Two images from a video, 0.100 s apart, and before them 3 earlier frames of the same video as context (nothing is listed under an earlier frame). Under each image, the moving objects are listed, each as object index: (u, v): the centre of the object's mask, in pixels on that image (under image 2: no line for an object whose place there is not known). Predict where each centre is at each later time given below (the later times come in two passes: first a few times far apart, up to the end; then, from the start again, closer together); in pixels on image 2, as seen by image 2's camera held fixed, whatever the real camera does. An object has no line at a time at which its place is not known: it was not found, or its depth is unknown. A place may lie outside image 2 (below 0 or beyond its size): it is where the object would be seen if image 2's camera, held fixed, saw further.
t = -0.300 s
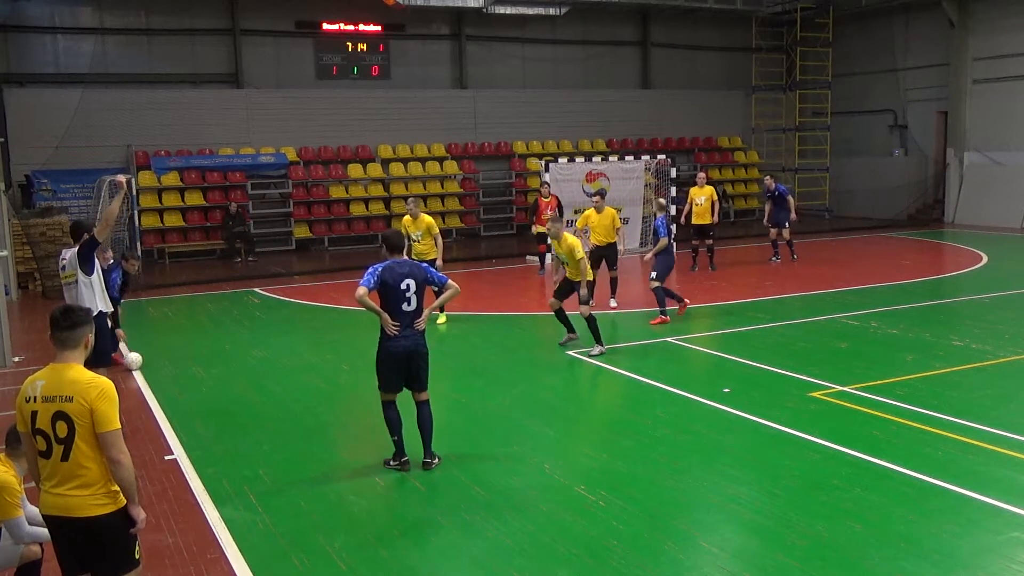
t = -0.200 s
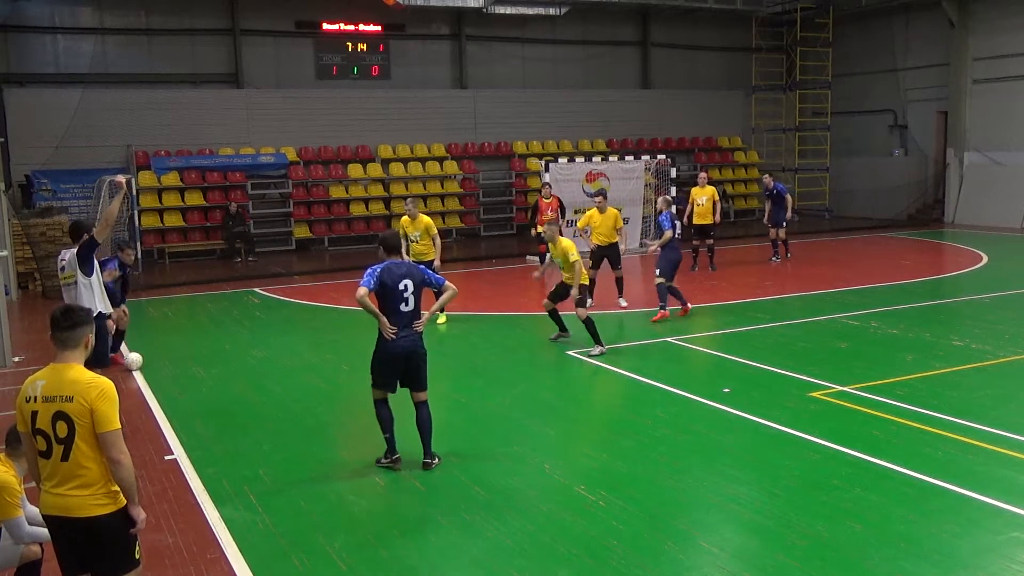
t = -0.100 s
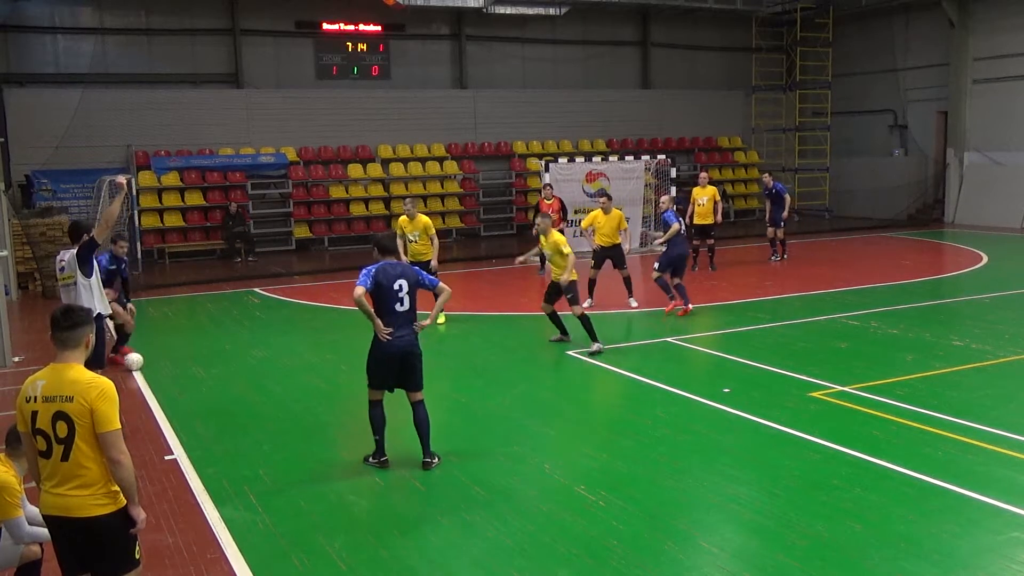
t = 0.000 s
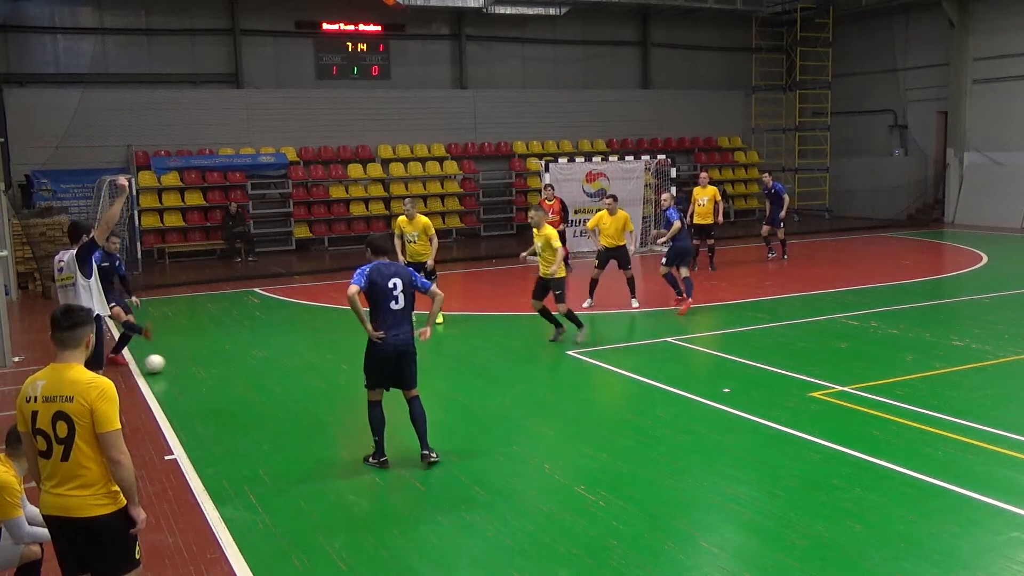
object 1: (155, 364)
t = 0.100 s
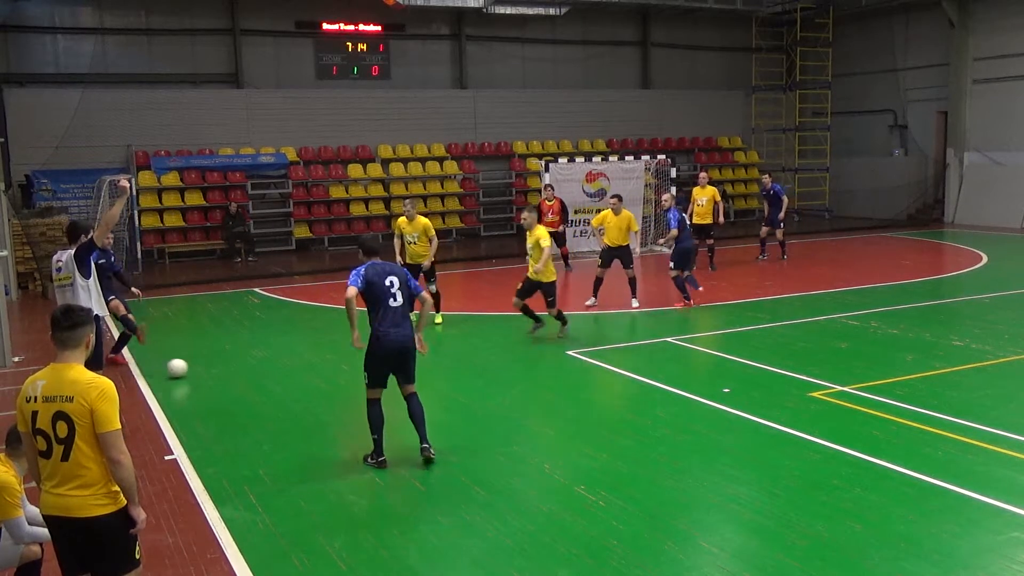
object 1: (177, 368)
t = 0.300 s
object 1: (225, 377)
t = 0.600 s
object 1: (302, 390)
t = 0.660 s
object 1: (319, 393)
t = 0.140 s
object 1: (186, 370)
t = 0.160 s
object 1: (191, 371)
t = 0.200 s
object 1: (201, 372)
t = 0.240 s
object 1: (211, 374)
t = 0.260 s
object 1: (215, 375)
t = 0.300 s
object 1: (225, 377)
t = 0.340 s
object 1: (235, 378)
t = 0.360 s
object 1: (240, 379)
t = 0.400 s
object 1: (250, 381)
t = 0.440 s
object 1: (260, 383)
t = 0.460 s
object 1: (266, 383)
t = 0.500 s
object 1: (276, 386)
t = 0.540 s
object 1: (287, 387)
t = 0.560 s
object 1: (292, 388)
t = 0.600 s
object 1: (302, 390)
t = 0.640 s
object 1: (313, 392)
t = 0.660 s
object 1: (319, 393)
